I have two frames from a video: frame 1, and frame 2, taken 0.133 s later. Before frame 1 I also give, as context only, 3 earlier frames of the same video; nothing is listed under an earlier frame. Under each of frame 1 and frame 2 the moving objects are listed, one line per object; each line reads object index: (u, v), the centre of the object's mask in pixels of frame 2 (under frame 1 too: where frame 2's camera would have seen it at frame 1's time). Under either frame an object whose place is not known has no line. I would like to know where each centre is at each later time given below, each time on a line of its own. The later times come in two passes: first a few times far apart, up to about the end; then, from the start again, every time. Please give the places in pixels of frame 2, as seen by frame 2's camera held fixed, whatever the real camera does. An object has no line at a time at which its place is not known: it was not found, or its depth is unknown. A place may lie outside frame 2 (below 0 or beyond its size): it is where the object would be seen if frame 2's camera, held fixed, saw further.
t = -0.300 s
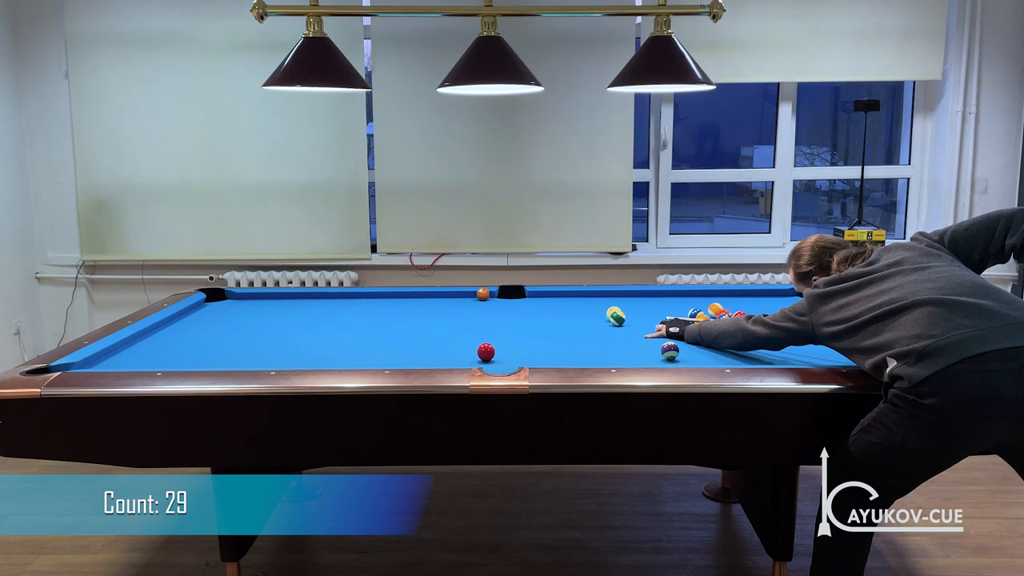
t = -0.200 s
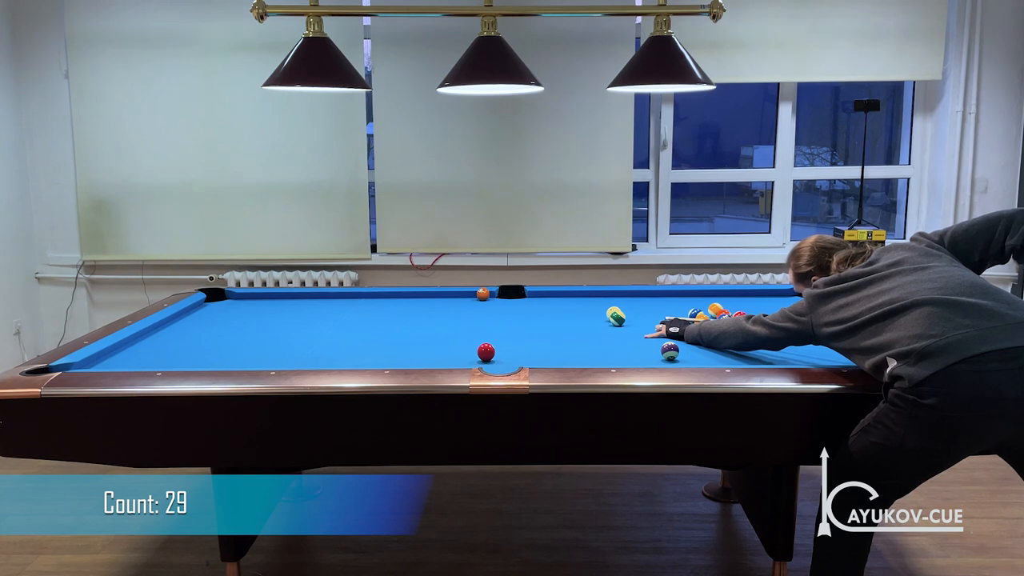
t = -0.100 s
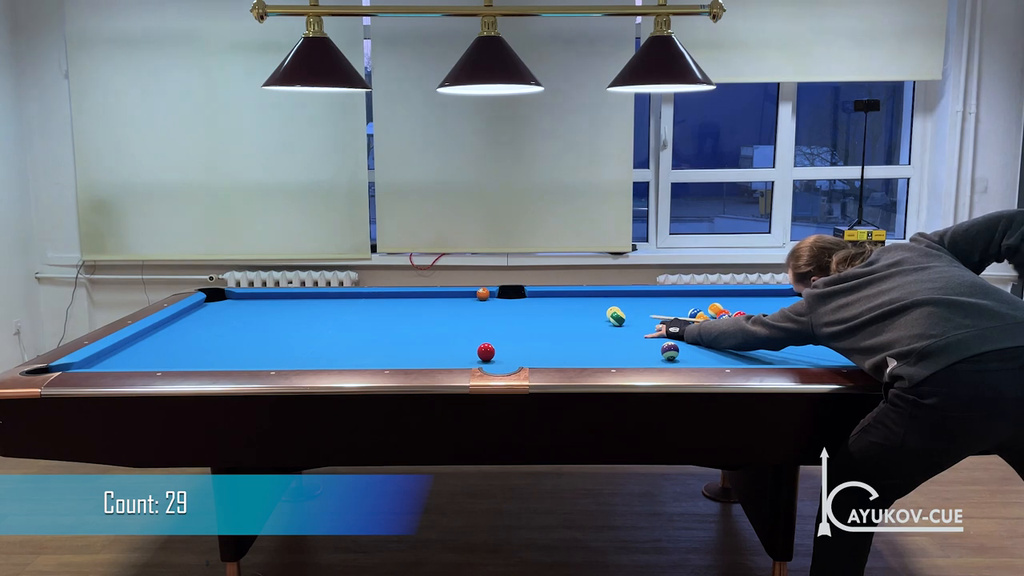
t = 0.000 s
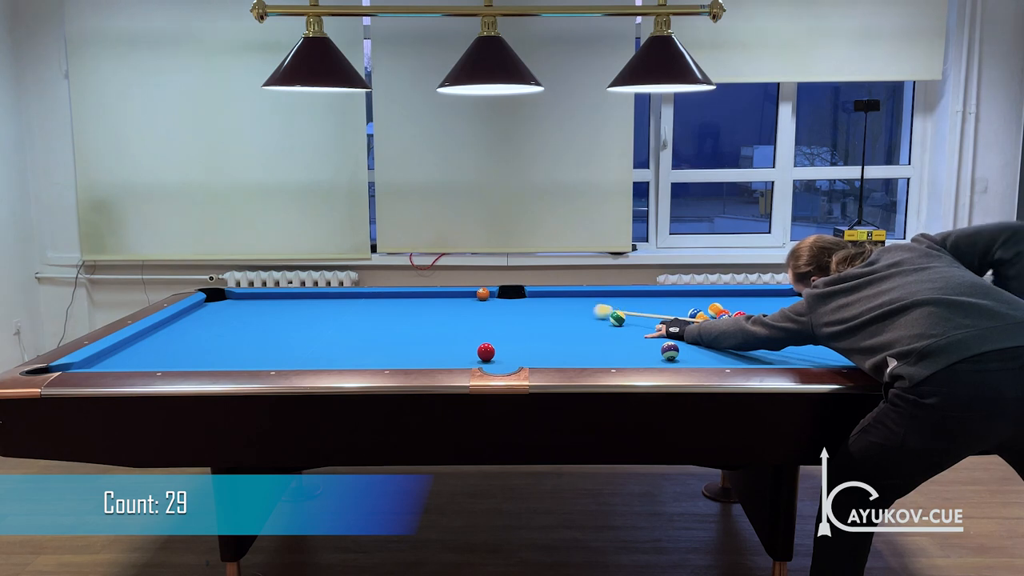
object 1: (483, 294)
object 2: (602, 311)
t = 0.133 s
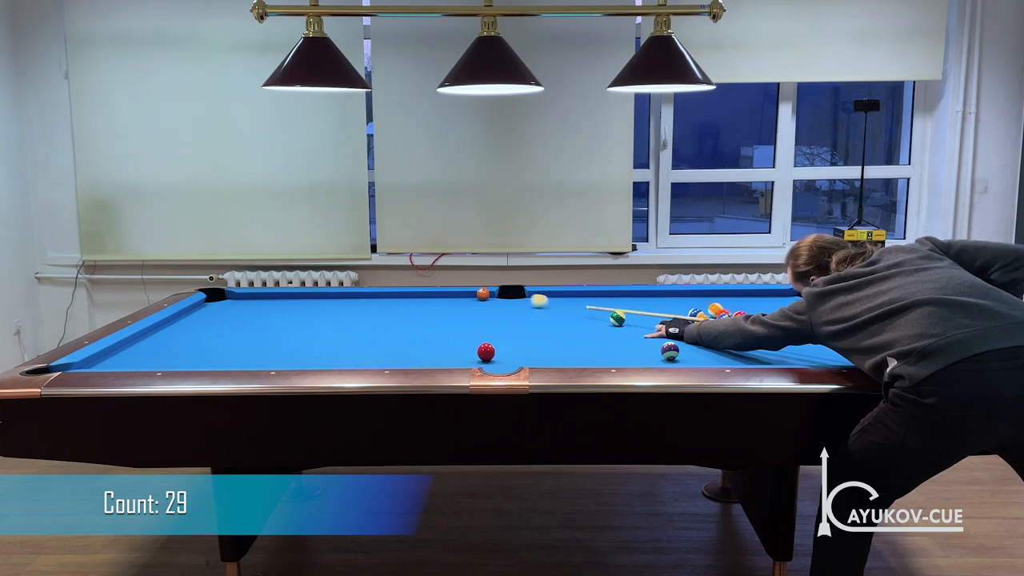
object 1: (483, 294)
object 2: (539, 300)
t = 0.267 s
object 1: (474, 294)
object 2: (498, 293)
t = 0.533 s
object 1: (399, 294)
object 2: (524, 299)
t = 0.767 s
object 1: (343, 294)
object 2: (532, 302)
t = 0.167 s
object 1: (483, 294)
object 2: (525, 298)
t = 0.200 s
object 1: (483, 294)
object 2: (512, 296)
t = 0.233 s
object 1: (483, 294)
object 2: (499, 294)
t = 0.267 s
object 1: (474, 294)
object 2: (498, 293)
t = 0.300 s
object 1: (463, 294)
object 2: (502, 294)
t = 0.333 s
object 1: (452, 294)
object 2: (506, 295)
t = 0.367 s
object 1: (442, 294)
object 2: (510, 296)
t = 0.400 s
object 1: (433, 294)
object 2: (514, 296)
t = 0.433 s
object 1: (423, 294)
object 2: (517, 297)
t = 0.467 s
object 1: (415, 294)
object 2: (520, 298)
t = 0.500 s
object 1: (407, 294)
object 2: (522, 298)
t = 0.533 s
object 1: (399, 294)
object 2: (524, 299)
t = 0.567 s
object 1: (391, 294)
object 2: (526, 299)
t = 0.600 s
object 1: (383, 294)
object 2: (527, 300)
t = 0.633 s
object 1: (374, 294)
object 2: (528, 300)
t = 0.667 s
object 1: (366, 294)
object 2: (529, 301)
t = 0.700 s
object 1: (358, 294)
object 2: (530, 301)
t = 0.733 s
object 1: (351, 294)
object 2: (531, 301)
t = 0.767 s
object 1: (343, 294)
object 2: (532, 302)
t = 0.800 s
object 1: (335, 294)
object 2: (533, 302)
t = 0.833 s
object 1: (327, 294)
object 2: (535, 302)
